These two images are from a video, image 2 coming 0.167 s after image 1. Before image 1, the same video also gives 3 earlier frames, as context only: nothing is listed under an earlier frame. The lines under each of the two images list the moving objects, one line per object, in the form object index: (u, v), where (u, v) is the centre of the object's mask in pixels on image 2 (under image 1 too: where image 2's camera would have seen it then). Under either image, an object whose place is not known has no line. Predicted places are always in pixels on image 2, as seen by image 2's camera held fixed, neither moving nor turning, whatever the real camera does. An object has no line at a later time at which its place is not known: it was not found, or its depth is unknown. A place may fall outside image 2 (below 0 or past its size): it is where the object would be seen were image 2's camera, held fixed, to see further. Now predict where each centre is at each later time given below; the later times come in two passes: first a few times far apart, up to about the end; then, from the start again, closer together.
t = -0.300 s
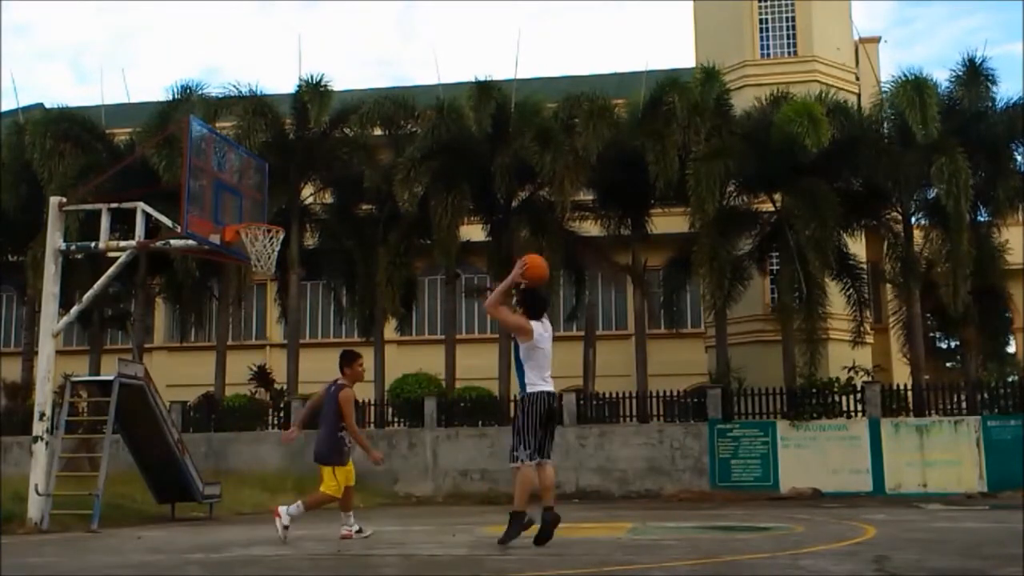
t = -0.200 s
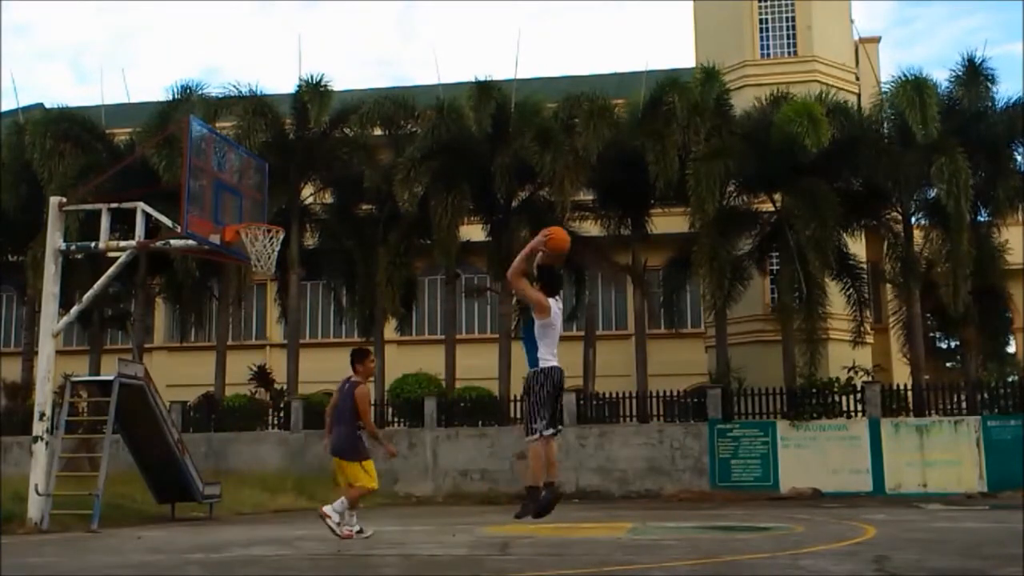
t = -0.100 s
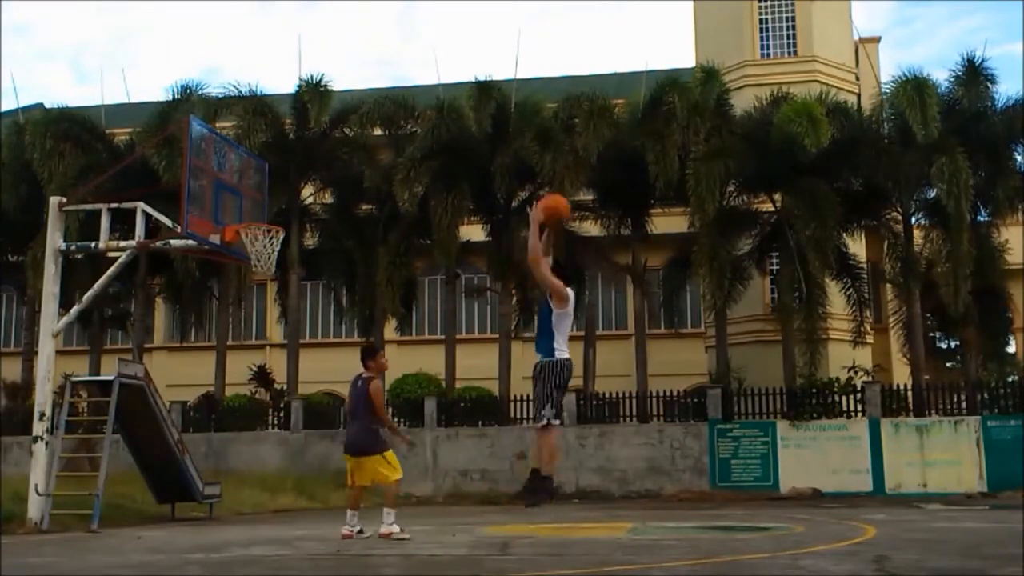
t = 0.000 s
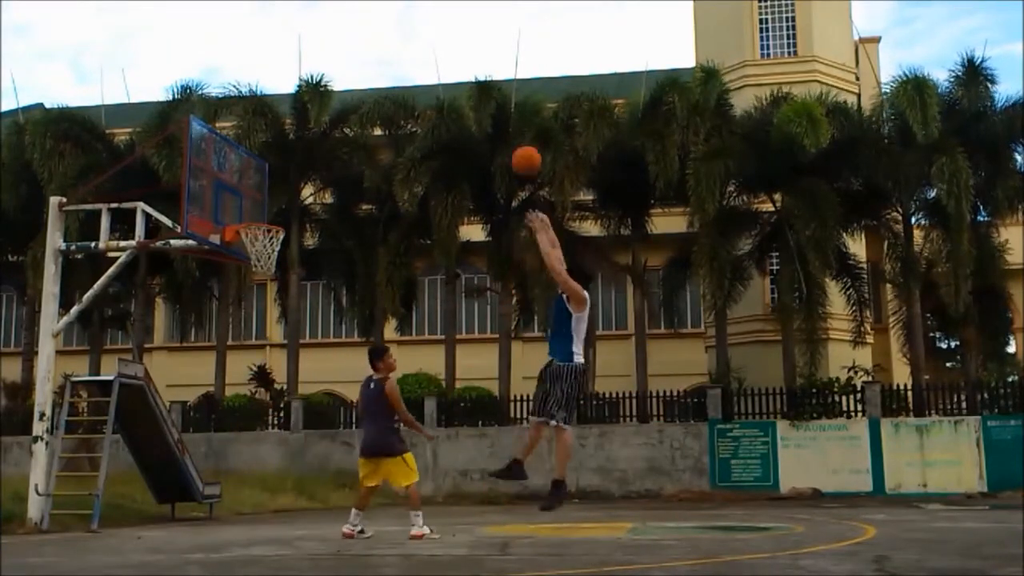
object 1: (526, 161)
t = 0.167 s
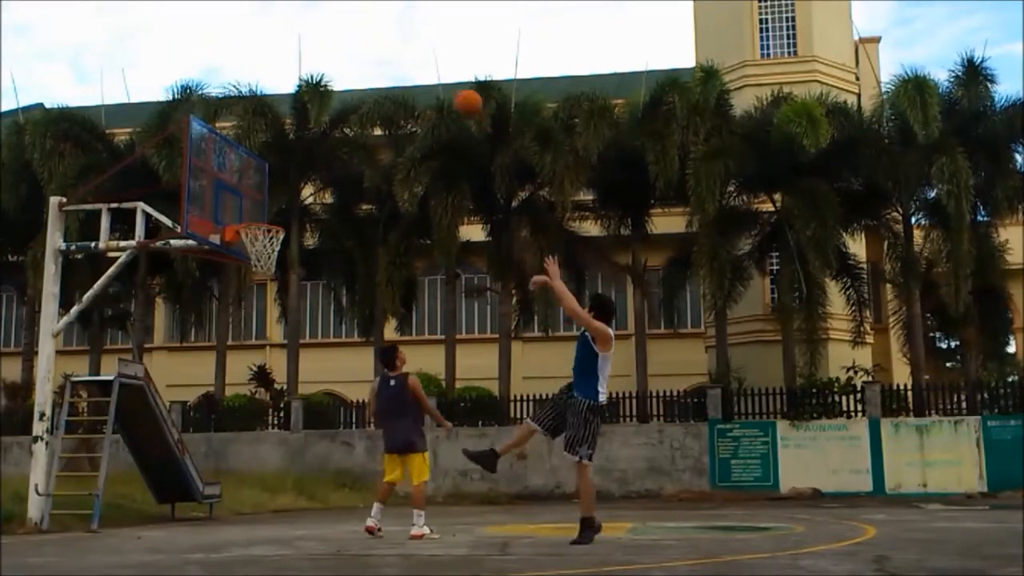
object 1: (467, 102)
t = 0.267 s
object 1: (436, 88)
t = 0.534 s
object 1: (361, 97)
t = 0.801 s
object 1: (296, 171)
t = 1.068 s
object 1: (246, 250)
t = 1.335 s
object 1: (263, 248)
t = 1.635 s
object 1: (266, 265)
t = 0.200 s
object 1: (457, 96)
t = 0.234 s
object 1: (447, 91)
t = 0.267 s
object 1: (436, 88)
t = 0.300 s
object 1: (426, 85)
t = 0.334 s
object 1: (416, 83)
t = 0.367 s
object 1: (407, 83)
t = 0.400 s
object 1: (397, 84)
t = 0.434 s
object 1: (388, 85)
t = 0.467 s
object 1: (379, 89)
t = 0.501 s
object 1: (370, 92)
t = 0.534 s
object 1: (361, 97)
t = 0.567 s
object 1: (353, 102)
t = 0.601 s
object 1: (344, 109)
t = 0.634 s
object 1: (336, 117)
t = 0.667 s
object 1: (328, 125)
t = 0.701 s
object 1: (319, 136)
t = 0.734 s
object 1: (311, 147)
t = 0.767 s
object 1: (304, 159)
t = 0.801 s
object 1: (296, 171)
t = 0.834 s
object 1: (288, 184)
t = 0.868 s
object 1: (281, 198)
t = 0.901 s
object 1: (274, 213)
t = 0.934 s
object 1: (267, 224)
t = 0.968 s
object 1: (261, 234)
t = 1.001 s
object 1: (256, 242)
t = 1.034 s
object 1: (249, 249)
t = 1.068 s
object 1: (246, 250)
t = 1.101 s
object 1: (246, 246)
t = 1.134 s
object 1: (247, 245)
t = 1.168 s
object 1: (249, 243)
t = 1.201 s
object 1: (252, 243)
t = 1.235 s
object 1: (256, 241)
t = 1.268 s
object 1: (257, 246)
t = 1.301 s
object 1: (259, 246)
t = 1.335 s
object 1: (263, 248)
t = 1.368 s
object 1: (269, 248)
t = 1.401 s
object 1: (269, 248)
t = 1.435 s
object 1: (269, 253)
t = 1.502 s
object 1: (269, 252)
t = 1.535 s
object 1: (267, 255)
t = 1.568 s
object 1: (269, 261)
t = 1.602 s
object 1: (268, 263)
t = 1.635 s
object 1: (266, 265)
